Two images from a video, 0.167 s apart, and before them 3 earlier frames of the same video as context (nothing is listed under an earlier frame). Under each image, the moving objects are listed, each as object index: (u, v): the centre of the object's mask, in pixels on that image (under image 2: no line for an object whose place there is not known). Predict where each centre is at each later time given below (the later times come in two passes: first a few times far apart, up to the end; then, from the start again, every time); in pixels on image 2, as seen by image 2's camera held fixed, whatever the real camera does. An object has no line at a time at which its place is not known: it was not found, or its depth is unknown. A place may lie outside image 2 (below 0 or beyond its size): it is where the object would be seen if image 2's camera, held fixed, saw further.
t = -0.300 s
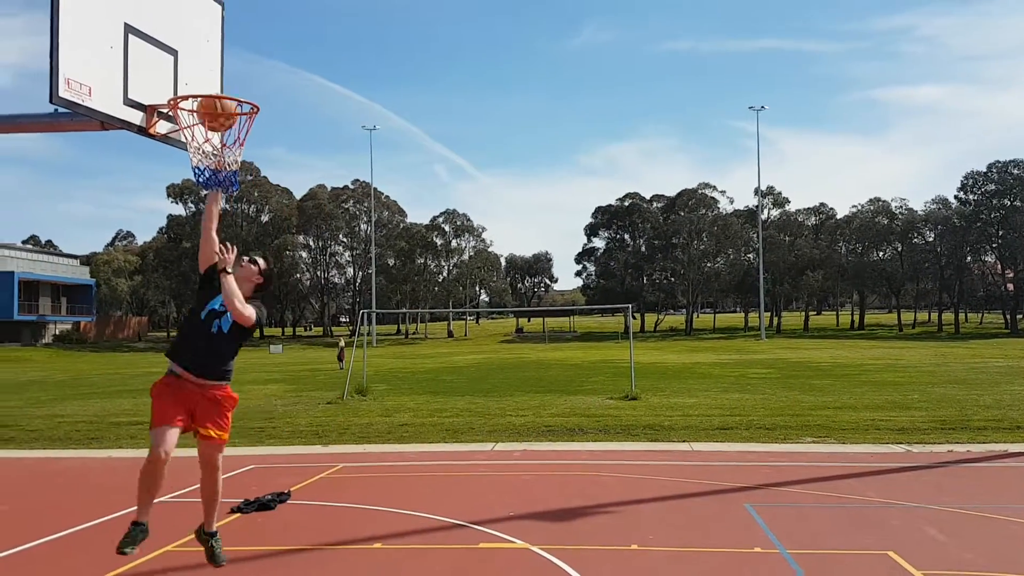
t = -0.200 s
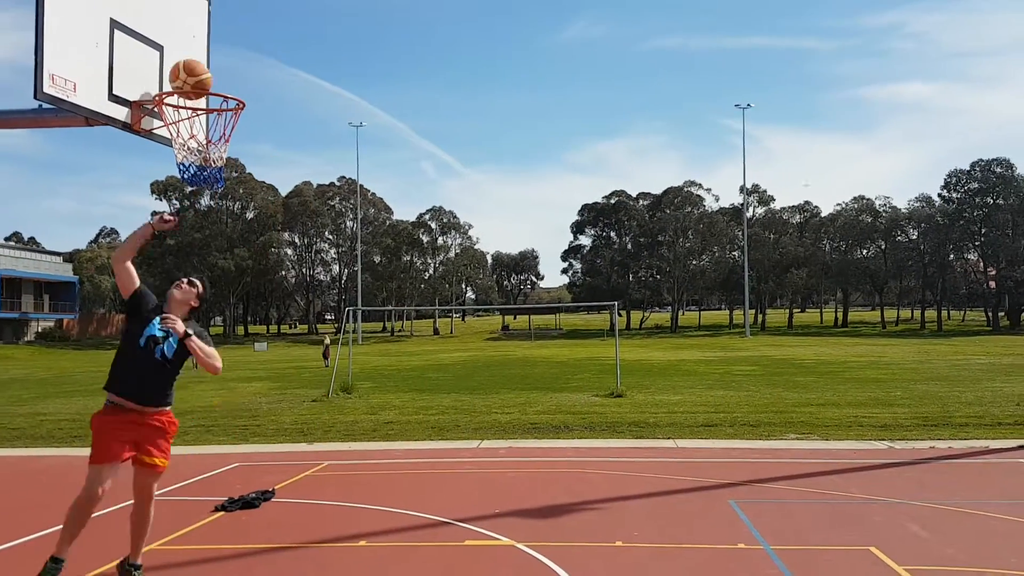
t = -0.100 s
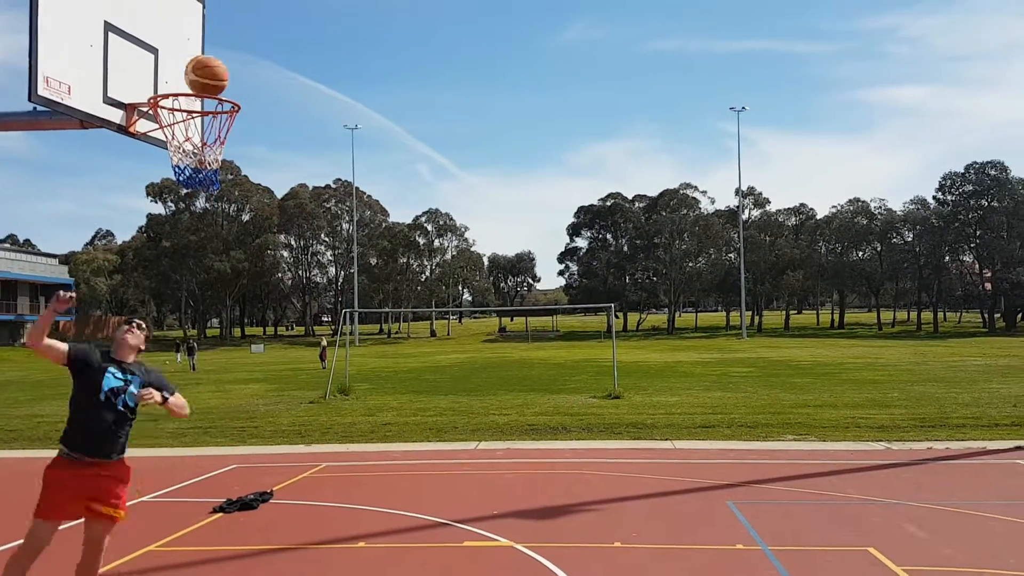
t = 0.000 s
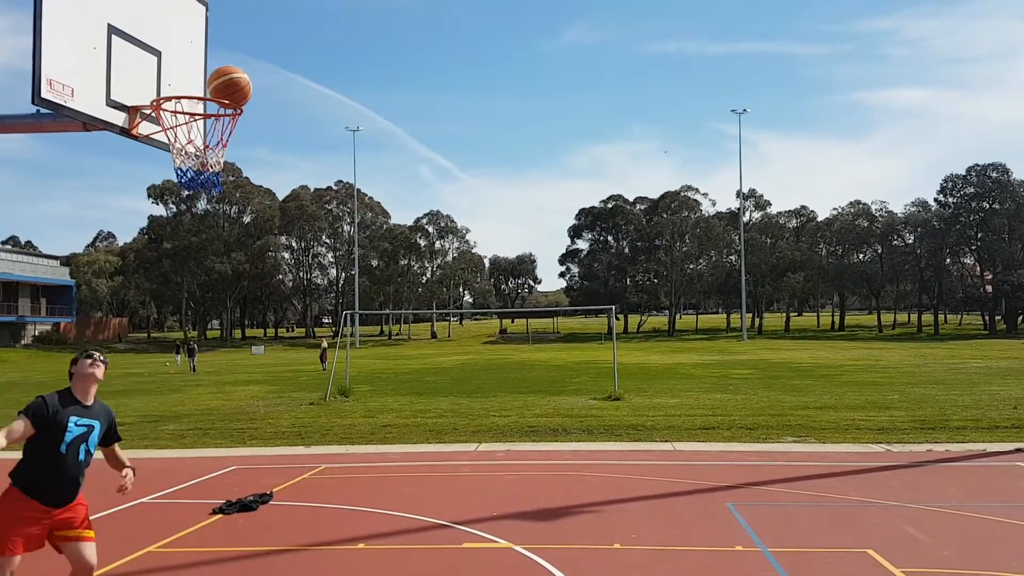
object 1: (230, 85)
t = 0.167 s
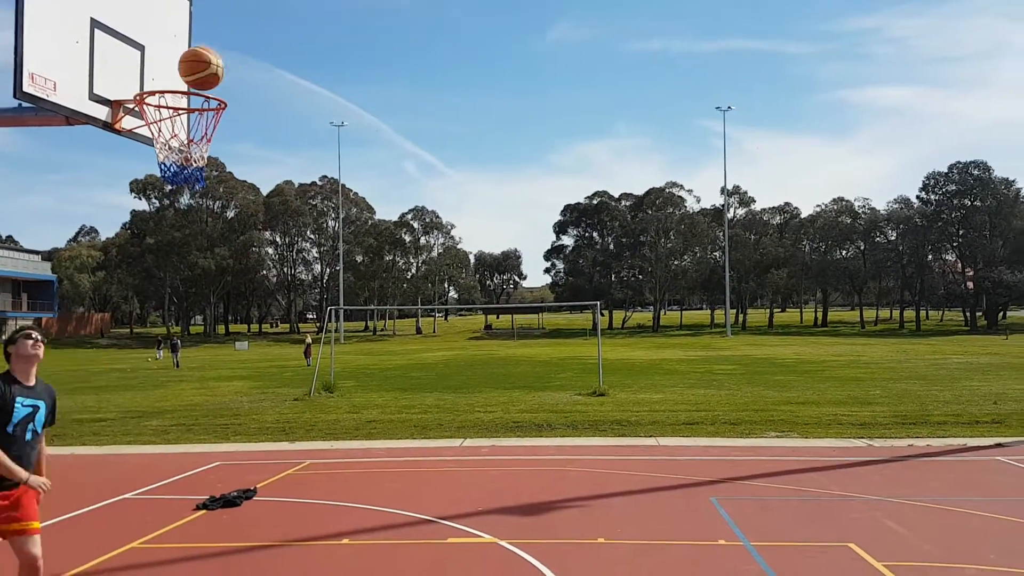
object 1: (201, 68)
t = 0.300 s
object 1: (191, 74)
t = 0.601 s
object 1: (175, 109)
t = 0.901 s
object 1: (182, 218)
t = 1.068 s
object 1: (189, 326)
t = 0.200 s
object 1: (200, 72)
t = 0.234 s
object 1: (197, 77)
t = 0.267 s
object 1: (194, 76)
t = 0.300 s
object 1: (191, 74)
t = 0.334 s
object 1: (188, 72)
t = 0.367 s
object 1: (184, 74)
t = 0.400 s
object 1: (181, 77)
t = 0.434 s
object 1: (178, 83)
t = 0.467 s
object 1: (177, 89)
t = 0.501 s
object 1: (175, 92)
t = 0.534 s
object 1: (174, 96)
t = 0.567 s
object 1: (173, 102)
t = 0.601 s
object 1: (175, 109)
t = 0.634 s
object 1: (175, 120)
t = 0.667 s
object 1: (174, 130)
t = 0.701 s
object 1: (174, 143)
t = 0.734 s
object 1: (174, 155)
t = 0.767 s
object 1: (175, 164)
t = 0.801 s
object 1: (177, 175)
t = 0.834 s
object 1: (178, 188)
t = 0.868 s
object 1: (180, 201)
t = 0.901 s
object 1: (182, 218)
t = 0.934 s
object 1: (184, 236)
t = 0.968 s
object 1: (186, 255)
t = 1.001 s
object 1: (187, 278)
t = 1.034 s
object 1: (189, 301)
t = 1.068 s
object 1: (189, 326)
